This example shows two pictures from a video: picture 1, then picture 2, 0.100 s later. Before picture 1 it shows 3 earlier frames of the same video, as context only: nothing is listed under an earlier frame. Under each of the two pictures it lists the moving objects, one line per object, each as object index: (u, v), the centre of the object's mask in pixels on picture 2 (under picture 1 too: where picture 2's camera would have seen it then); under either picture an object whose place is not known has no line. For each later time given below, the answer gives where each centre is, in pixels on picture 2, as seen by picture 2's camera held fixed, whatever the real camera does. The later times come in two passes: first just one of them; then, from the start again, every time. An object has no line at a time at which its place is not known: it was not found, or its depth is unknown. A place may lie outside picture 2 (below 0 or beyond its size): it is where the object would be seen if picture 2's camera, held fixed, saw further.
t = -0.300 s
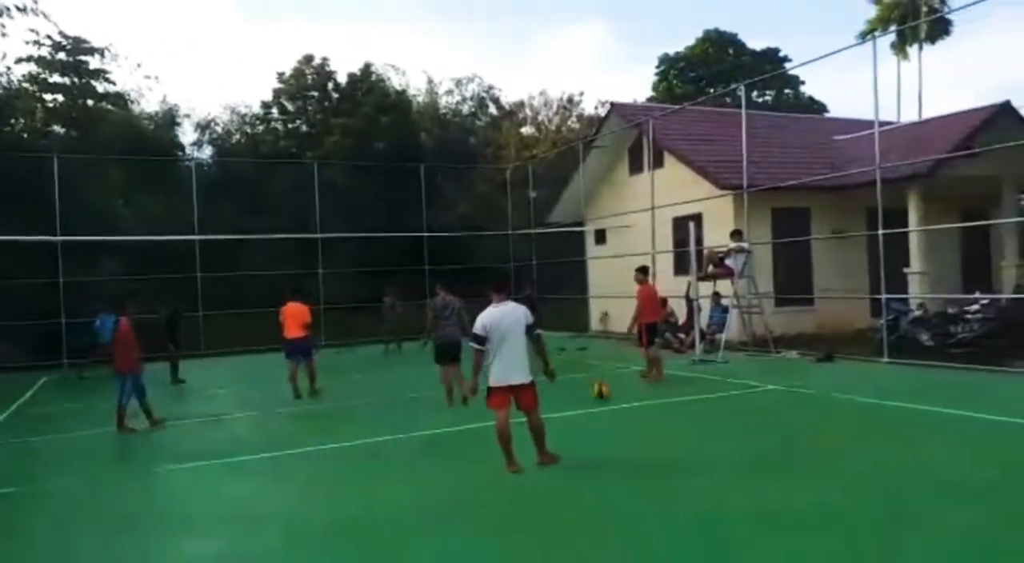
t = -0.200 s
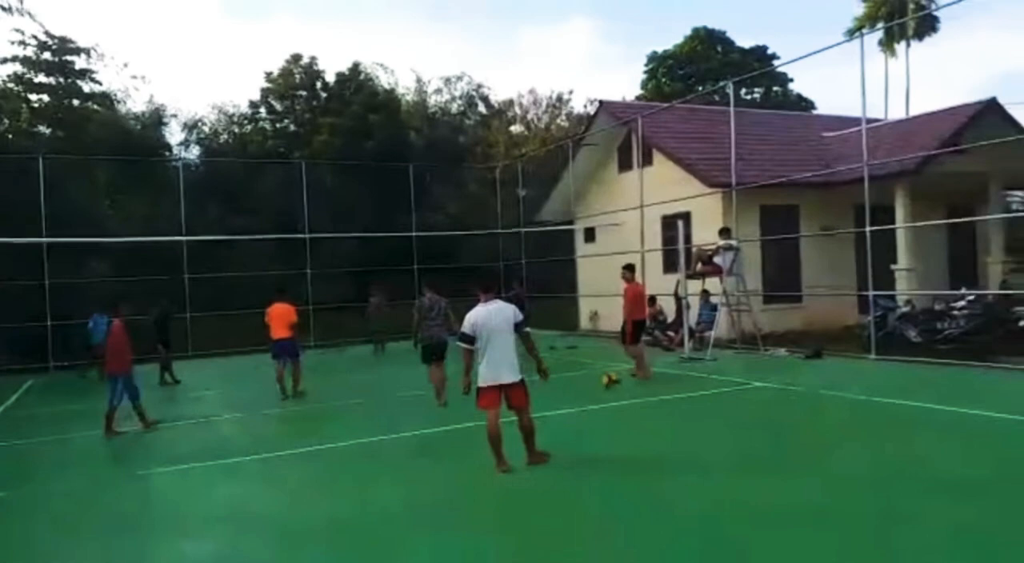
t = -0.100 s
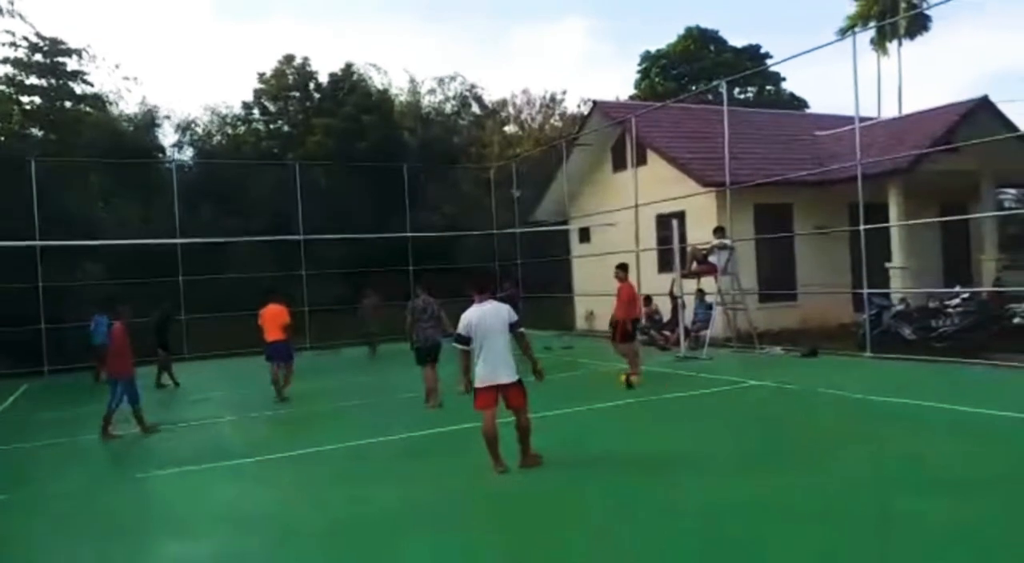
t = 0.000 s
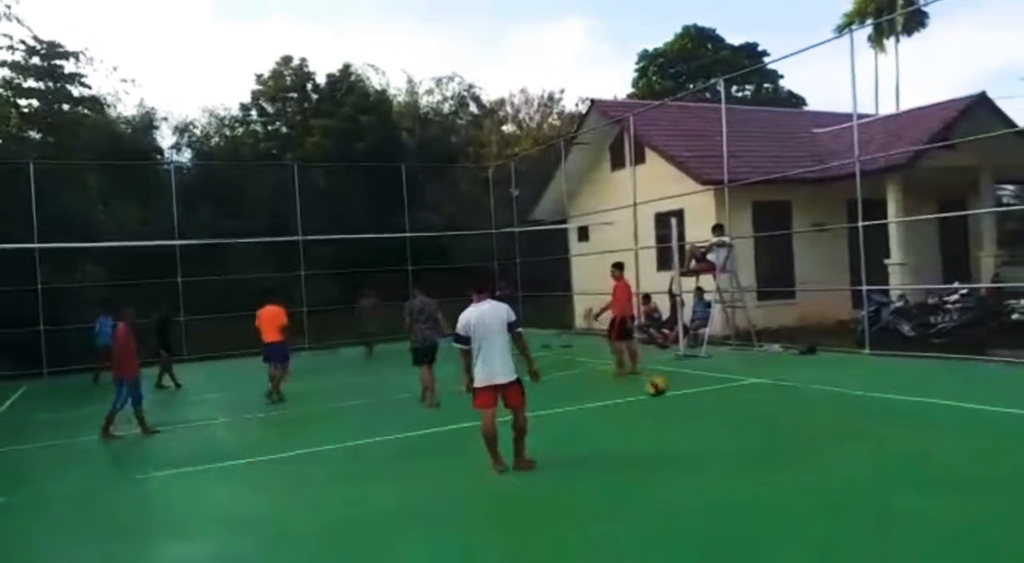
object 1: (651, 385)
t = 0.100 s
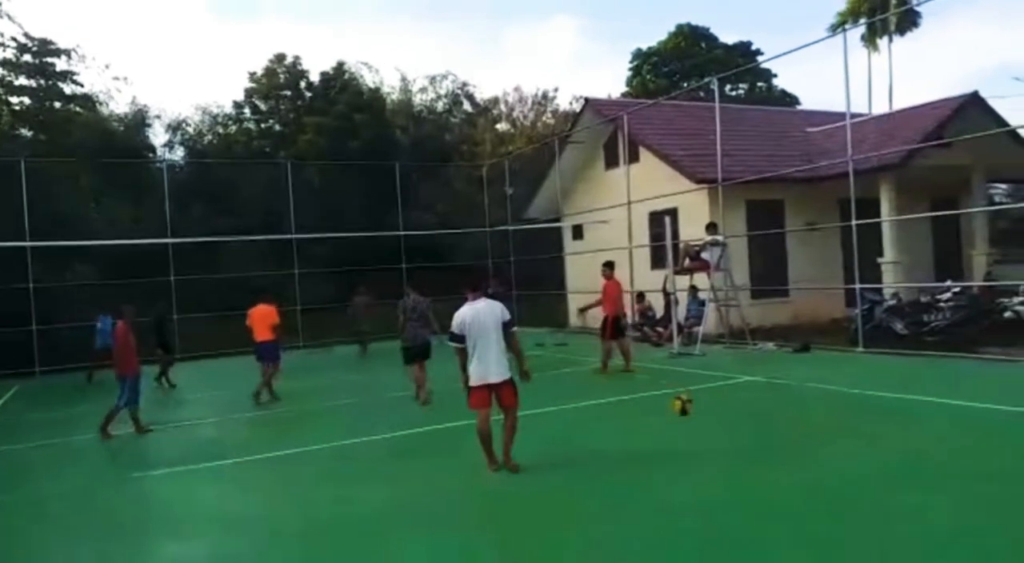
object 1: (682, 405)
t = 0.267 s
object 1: (737, 404)
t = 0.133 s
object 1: (694, 415)
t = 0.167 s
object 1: (704, 412)
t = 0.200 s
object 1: (714, 409)
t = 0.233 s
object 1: (724, 406)
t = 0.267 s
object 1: (737, 404)
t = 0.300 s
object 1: (748, 405)
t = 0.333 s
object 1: (761, 405)
